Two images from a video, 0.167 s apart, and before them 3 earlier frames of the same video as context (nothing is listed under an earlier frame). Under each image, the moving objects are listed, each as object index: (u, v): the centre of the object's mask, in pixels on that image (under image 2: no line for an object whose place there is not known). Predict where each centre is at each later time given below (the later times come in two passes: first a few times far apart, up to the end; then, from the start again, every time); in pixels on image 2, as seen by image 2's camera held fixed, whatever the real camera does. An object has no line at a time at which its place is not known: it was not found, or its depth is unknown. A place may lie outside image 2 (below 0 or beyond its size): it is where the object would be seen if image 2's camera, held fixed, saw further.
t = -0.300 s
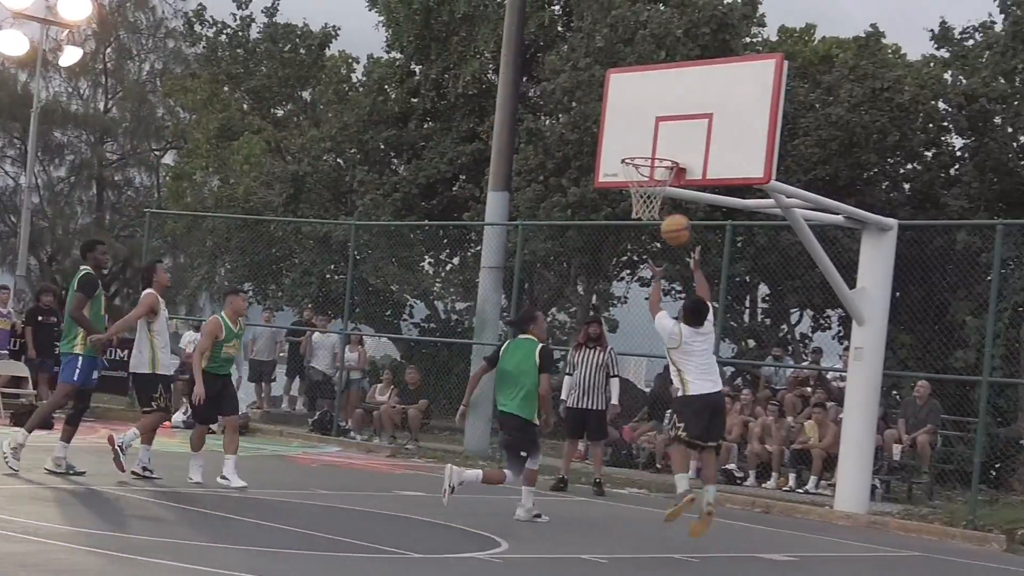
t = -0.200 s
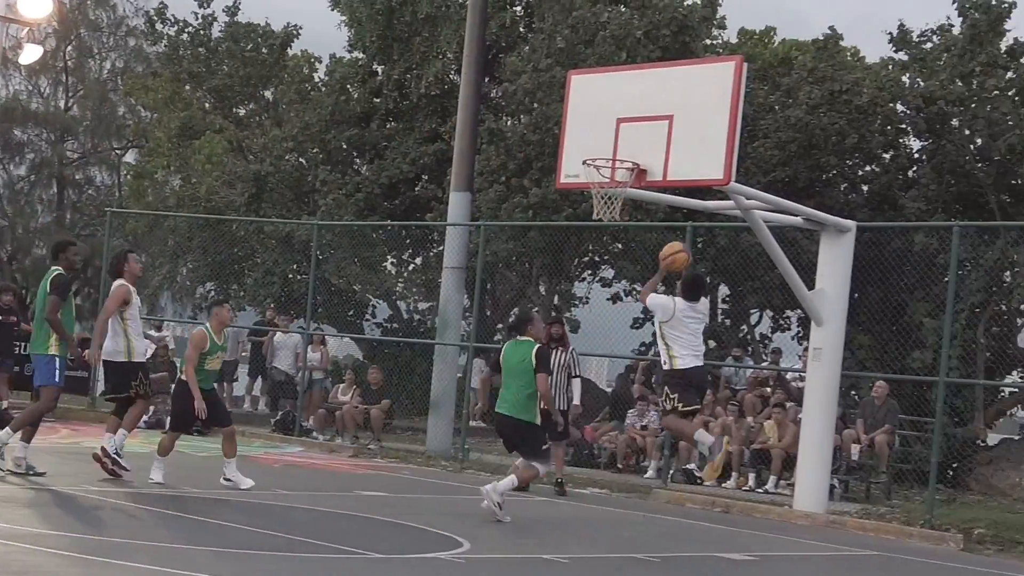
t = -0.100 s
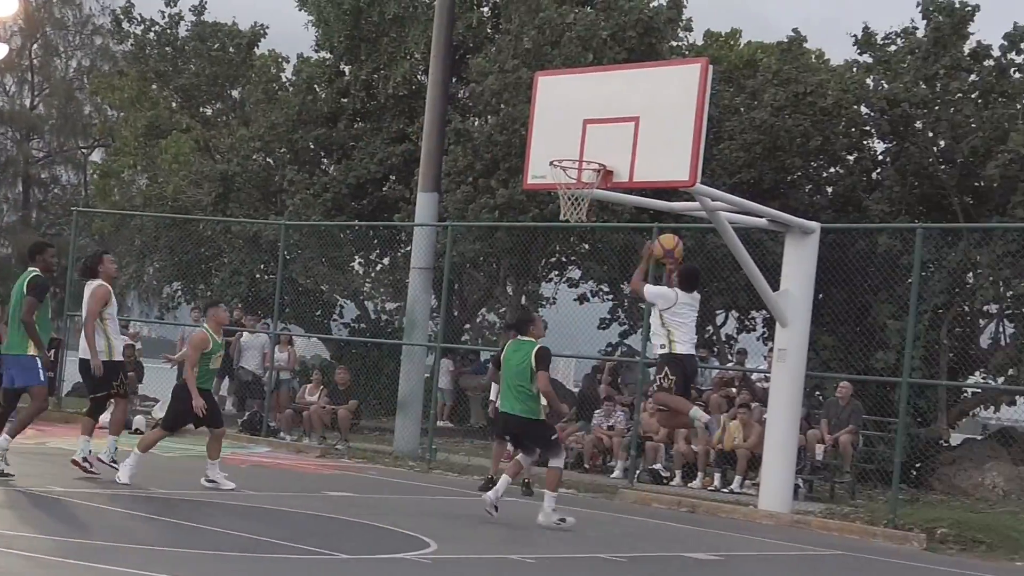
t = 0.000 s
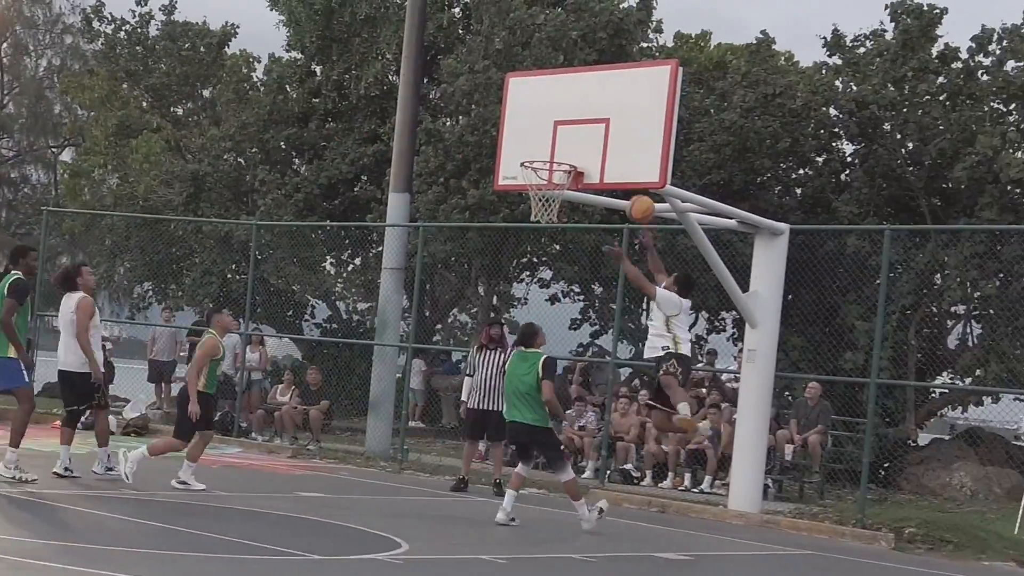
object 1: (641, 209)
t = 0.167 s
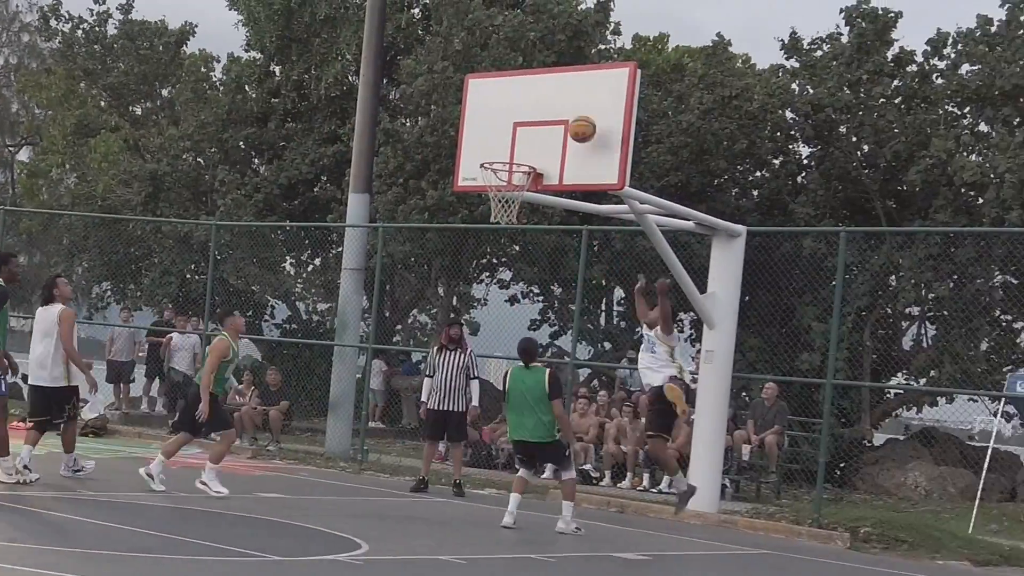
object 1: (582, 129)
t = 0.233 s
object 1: (575, 107)
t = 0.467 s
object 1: (537, 91)
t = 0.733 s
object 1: (484, 152)
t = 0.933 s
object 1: (478, 125)
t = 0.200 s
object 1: (579, 117)
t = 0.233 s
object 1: (575, 107)
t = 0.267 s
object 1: (572, 99)
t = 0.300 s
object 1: (566, 94)
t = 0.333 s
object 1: (560, 91)
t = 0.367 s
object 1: (555, 89)
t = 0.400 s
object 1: (549, 88)
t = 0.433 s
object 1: (543, 89)
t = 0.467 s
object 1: (537, 91)
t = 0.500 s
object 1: (530, 94)
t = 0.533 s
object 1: (524, 99)
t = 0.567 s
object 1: (517, 105)
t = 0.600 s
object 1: (511, 112)
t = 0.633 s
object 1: (504, 120)
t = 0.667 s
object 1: (497, 129)
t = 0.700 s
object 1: (490, 140)
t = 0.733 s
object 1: (484, 152)
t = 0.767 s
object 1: (483, 146)
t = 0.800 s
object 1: (482, 140)
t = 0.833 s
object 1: (481, 134)
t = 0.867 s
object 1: (481, 130)
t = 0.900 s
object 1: (479, 127)
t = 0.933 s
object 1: (478, 125)
